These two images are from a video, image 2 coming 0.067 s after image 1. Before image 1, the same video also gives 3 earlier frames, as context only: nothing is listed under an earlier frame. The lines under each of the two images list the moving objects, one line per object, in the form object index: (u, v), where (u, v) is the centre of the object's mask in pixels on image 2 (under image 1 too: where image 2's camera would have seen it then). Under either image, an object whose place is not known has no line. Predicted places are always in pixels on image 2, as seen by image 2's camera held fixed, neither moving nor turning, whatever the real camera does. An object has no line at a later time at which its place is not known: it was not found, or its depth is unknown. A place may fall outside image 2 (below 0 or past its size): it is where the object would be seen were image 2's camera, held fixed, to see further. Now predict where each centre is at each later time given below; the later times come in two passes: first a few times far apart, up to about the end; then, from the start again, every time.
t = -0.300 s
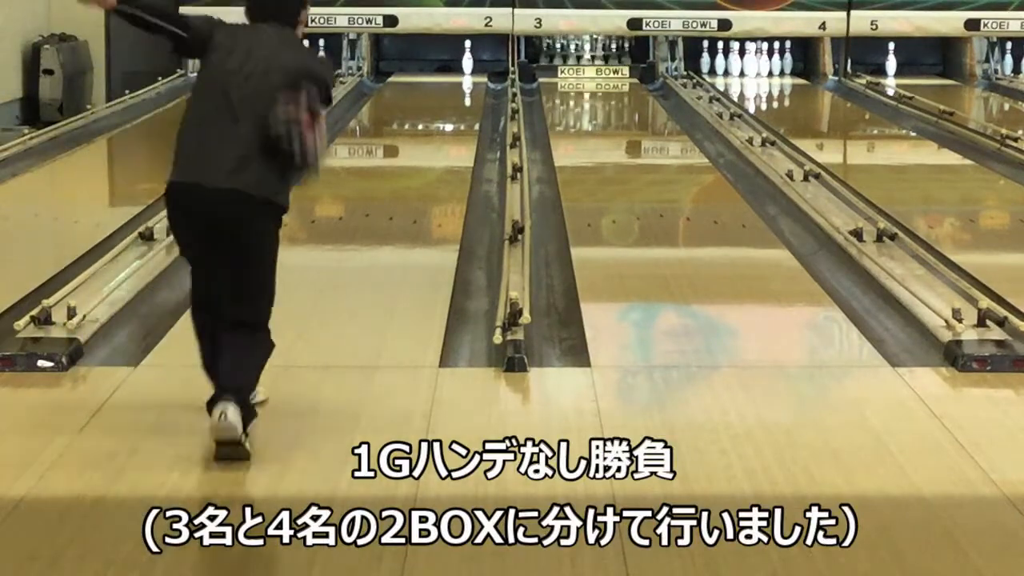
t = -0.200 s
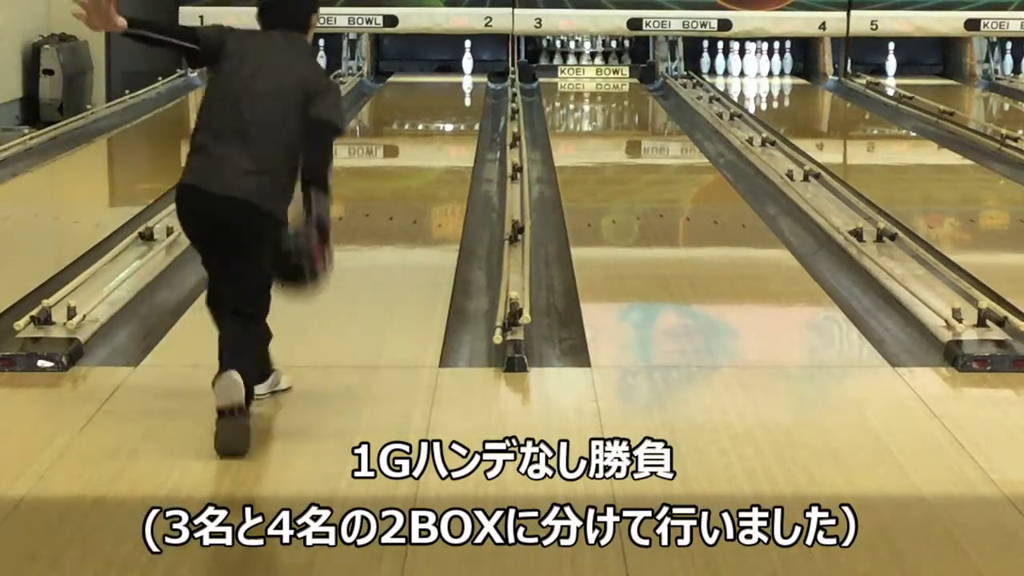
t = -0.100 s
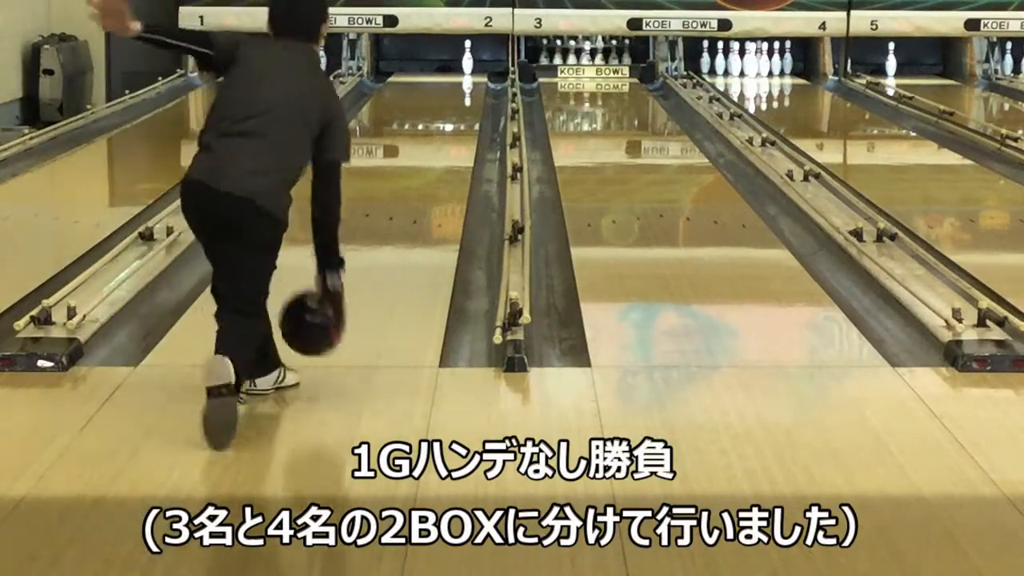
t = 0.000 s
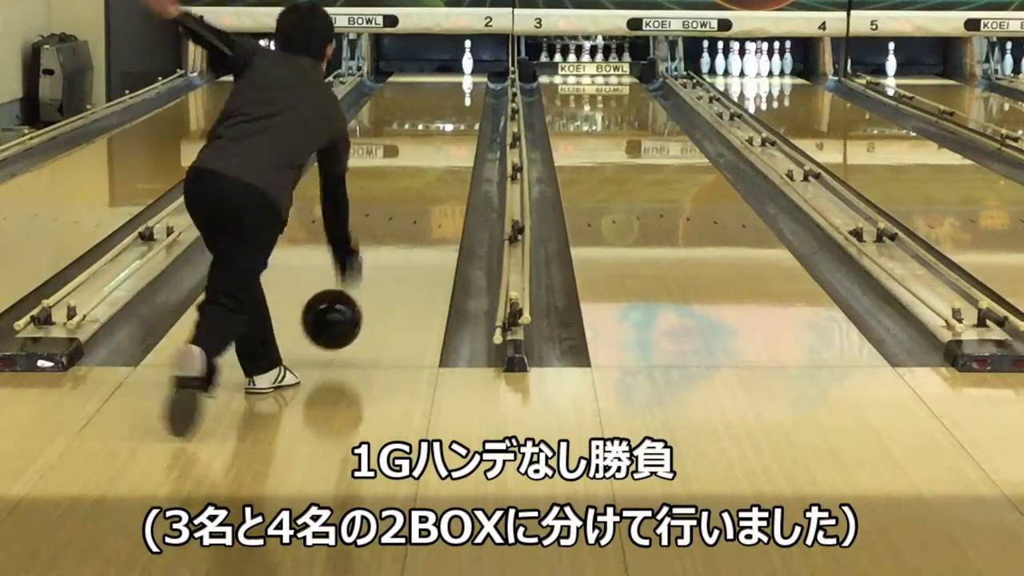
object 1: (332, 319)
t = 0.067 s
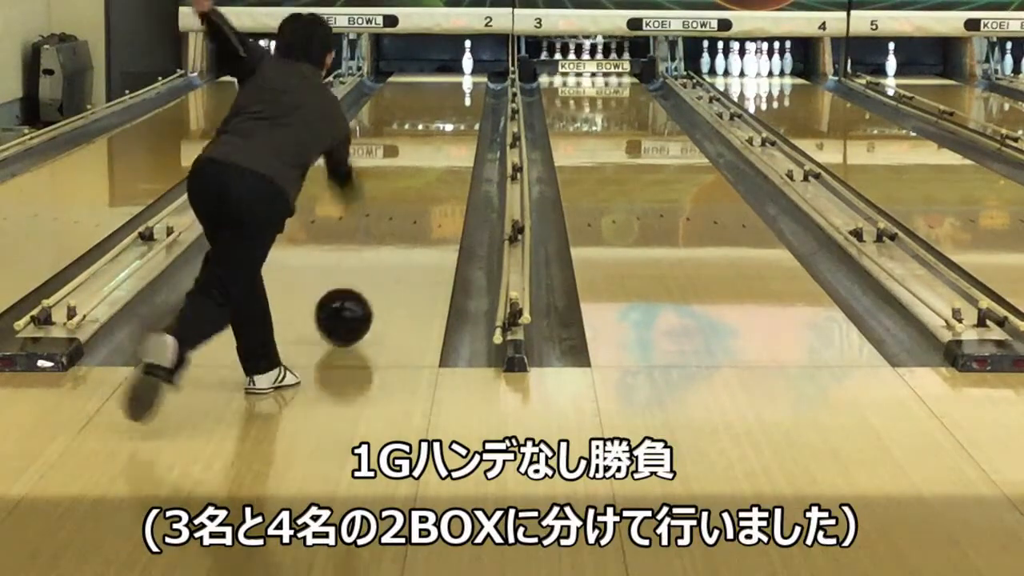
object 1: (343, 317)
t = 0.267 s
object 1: (371, 268)
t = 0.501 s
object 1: (396, 226)
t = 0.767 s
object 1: (416, 189)
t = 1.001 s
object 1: (430, 163)
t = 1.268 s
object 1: (443, 140)
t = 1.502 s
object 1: (451, 125)
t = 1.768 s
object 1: (459, 109)
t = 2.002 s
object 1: (464, 97)
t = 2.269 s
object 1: (467, 85)
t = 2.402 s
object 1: (468, 81)
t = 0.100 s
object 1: (348, 306)
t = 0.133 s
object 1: (353, 298)
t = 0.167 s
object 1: (358, 291)
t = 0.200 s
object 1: (363, 283)
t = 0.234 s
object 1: (367, 275)
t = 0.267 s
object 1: (371, 268)
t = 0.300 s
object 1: (375, 262)
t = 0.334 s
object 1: (379, 255)
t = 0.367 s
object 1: (382, 249)
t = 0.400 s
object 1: (386, 242)
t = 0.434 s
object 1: (389, 237)
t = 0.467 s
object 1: (392, 231)
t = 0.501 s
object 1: (396, 226)
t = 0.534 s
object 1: (399, 220)
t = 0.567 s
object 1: (402, 215)
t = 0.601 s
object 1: (404, 210)
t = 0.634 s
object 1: (407, 206)
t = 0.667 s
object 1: (410, 201)
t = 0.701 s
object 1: (412, 197)
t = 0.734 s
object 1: (414, 193)
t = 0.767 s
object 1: (416, 189)
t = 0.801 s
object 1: (419, 185)
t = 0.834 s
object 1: (421, 181)
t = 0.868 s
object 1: (423, 177)
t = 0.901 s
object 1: (425, 173)
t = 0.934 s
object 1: (427, 170)
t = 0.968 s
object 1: (429, 166)
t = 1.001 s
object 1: (430, 163)
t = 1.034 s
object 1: (432, 160)
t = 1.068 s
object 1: (434, 157)
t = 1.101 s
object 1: (436, 154)
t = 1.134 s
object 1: (437, 151)
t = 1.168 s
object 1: (439, 148)
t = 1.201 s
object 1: (440, 146)
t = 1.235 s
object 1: (441, 143)
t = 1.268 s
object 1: (443, 140)
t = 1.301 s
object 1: (444, 138)
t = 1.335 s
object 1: (445, 136)
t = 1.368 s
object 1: (447, 133)
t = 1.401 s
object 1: (448, 131)
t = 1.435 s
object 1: (449, 129)
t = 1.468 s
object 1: (450, 127)
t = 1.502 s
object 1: (451, 125)
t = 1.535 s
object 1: (452, 122)
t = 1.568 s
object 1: (453, 120)
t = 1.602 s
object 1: (455, 118)
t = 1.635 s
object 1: (455, 116)
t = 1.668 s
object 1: (456, 115)
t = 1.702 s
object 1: (458, 113)
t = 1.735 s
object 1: (458, 111)
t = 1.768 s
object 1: (459, 109)
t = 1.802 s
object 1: (460, 107)
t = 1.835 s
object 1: (460, 106)
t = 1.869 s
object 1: (461, 104)
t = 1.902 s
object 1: (462, 102)
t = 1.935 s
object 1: (463, 100)
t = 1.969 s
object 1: (463, 99)
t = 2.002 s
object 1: (464, 97)
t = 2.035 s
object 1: (464, 95)
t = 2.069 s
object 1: (465, 94)
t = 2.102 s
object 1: (465, 93)
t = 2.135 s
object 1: (465, 91)
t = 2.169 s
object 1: (466, 89)
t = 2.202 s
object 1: (467, 88)
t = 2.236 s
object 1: (467, 86)
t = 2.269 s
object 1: (467, 85)
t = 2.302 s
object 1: (467, 84)
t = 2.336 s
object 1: (467, 83)
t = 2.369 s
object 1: (468, 82)
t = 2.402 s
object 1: (468, 81)
